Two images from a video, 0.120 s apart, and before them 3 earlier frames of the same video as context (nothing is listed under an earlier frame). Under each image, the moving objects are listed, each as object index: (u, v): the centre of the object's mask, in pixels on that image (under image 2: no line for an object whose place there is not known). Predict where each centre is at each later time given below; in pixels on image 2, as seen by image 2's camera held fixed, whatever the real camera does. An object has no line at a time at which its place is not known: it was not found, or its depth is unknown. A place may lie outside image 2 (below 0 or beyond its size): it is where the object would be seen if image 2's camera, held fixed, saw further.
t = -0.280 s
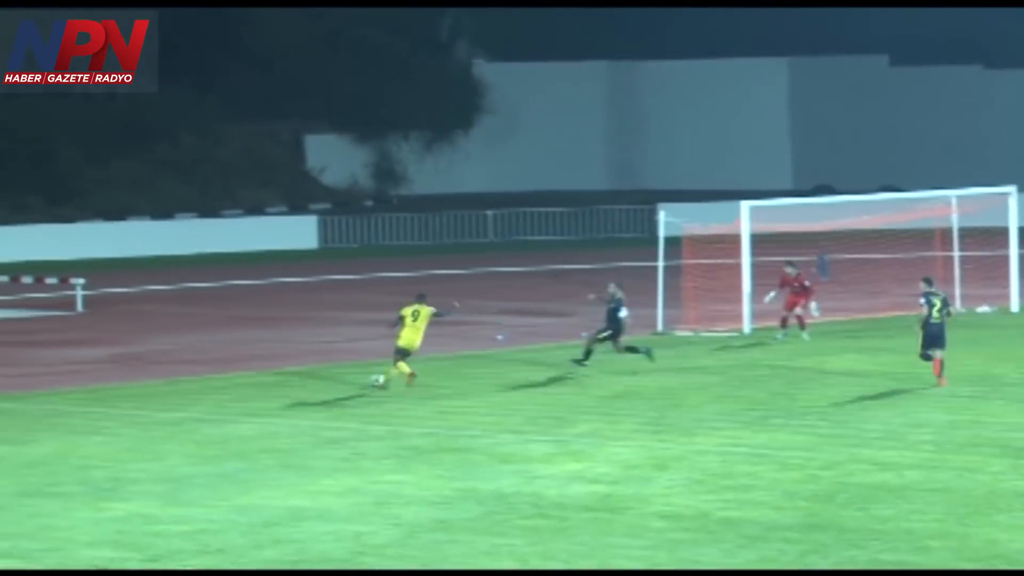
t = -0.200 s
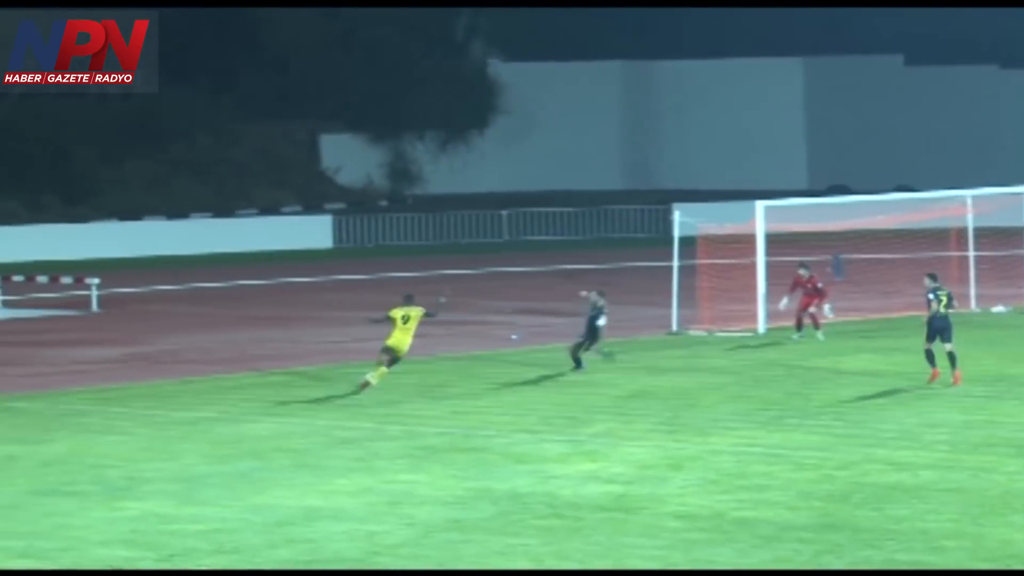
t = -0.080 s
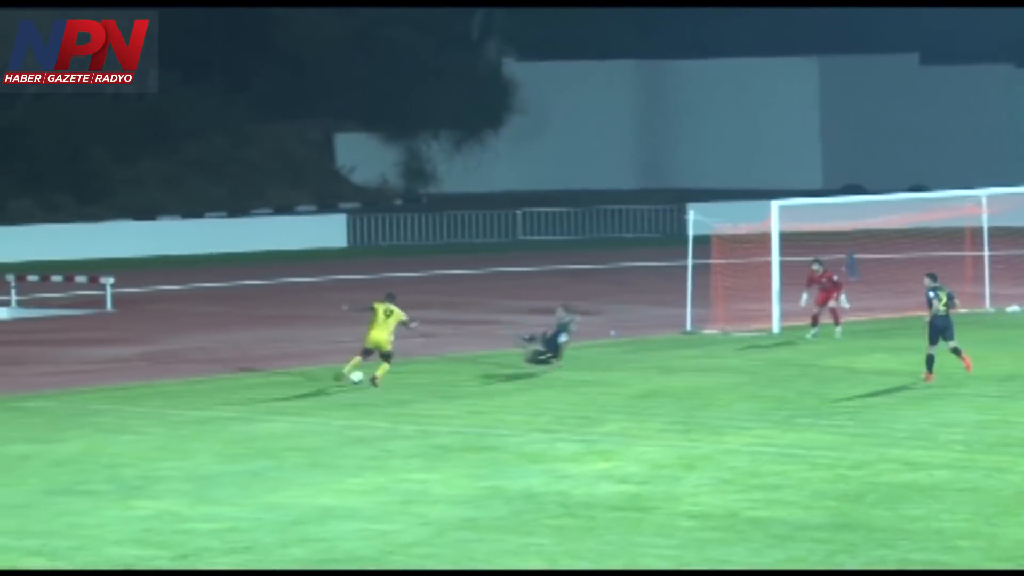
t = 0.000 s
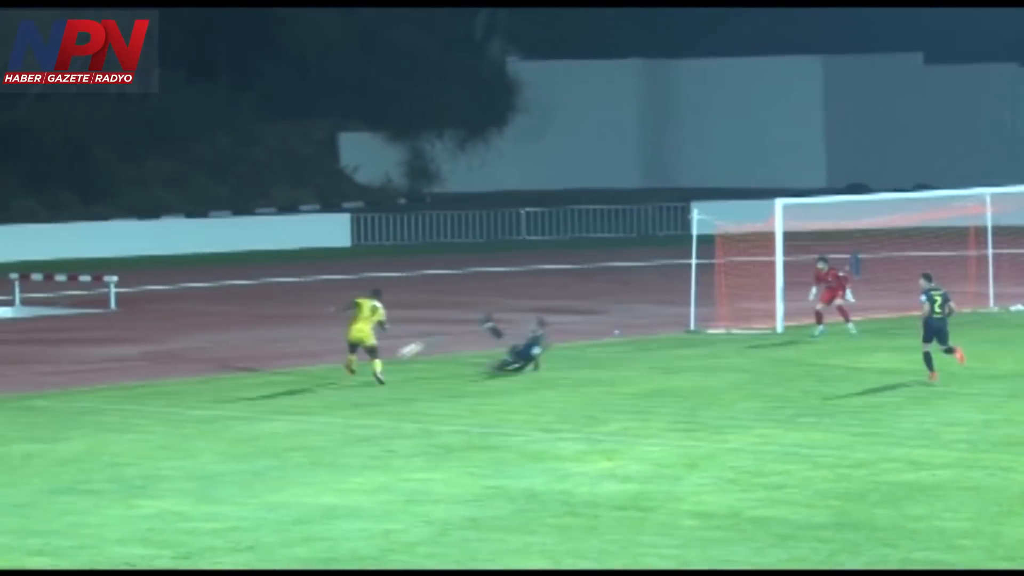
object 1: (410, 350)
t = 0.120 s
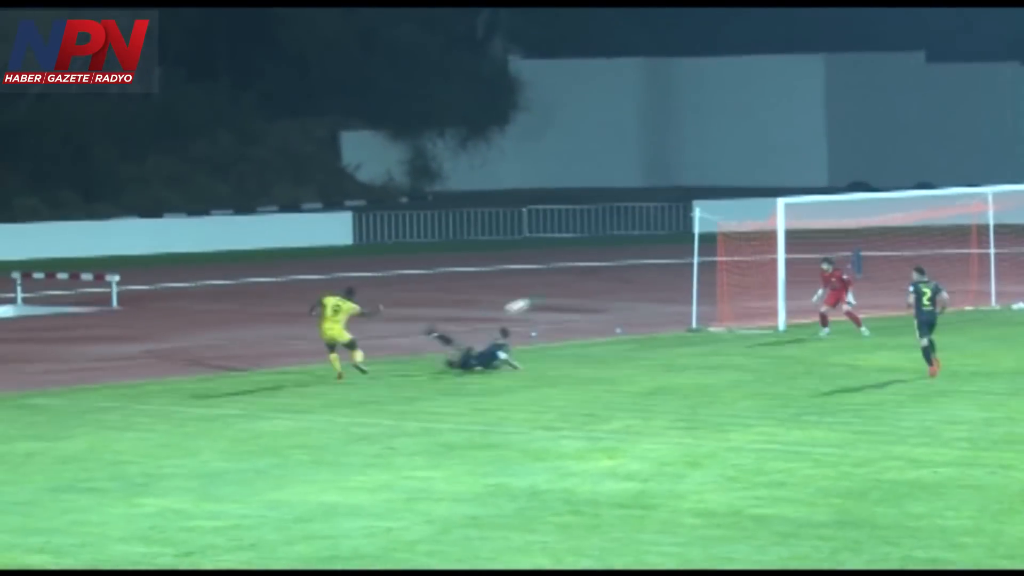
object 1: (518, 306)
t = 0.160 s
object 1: (551, 295)
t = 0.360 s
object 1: (714, 250)
